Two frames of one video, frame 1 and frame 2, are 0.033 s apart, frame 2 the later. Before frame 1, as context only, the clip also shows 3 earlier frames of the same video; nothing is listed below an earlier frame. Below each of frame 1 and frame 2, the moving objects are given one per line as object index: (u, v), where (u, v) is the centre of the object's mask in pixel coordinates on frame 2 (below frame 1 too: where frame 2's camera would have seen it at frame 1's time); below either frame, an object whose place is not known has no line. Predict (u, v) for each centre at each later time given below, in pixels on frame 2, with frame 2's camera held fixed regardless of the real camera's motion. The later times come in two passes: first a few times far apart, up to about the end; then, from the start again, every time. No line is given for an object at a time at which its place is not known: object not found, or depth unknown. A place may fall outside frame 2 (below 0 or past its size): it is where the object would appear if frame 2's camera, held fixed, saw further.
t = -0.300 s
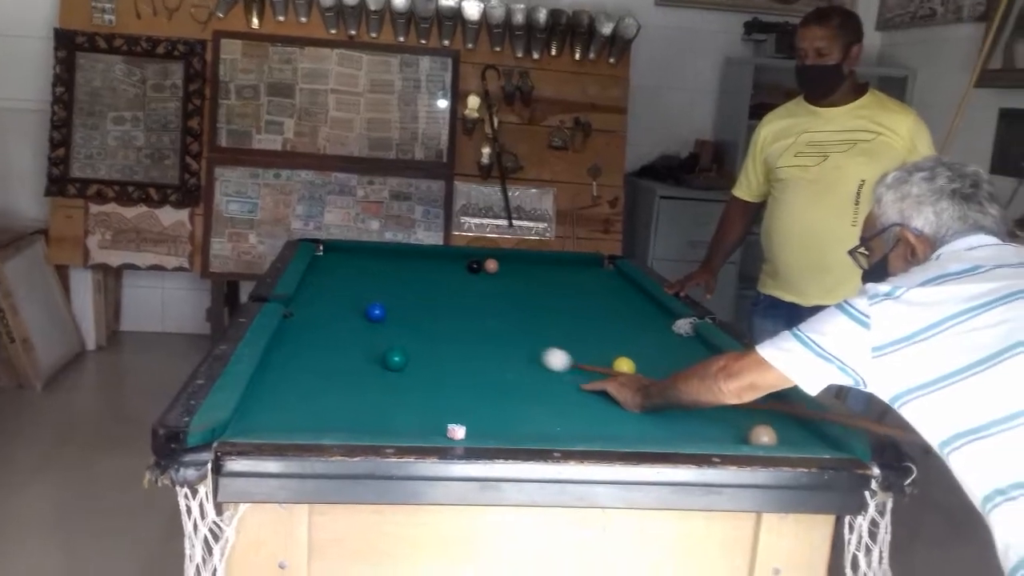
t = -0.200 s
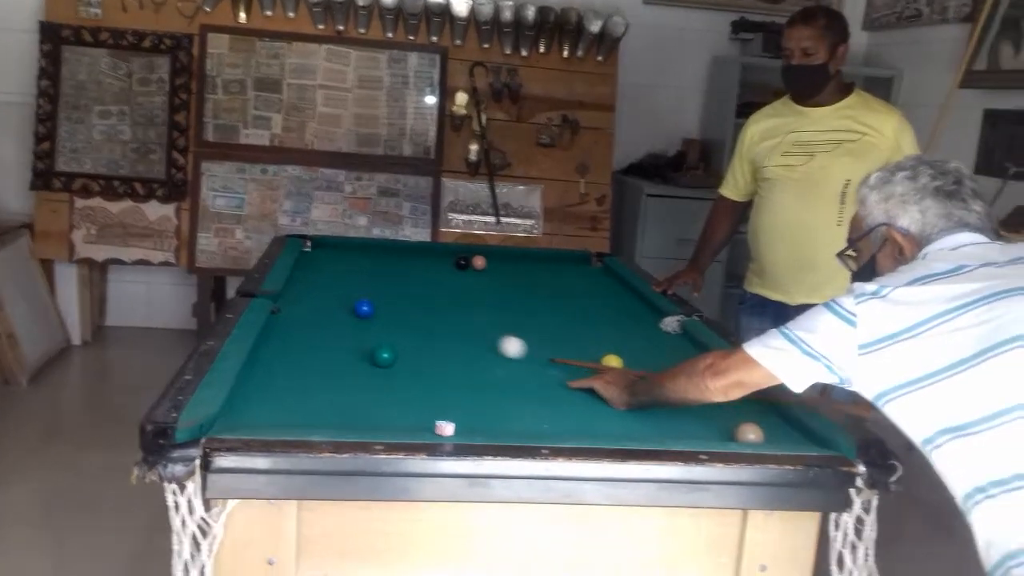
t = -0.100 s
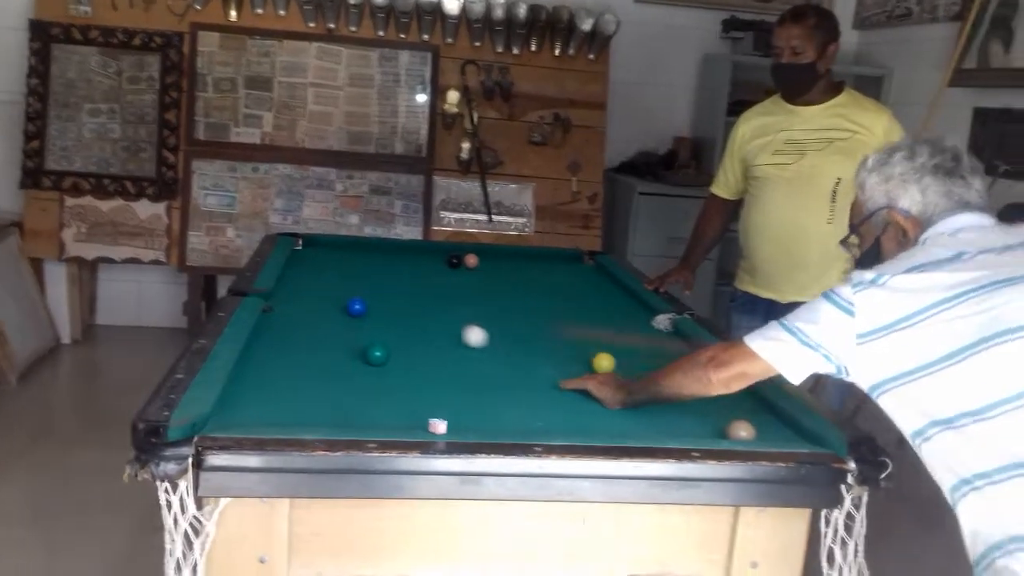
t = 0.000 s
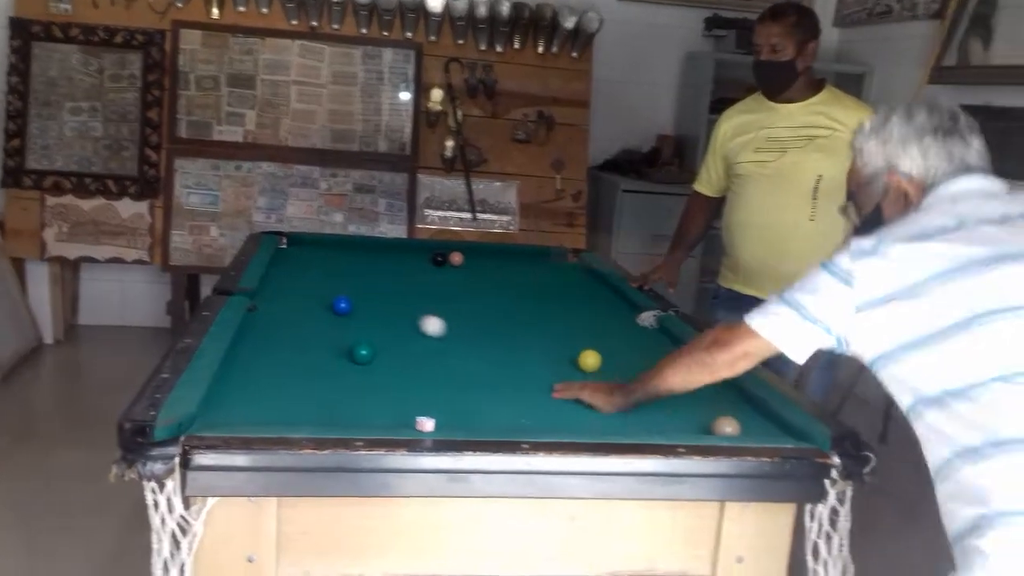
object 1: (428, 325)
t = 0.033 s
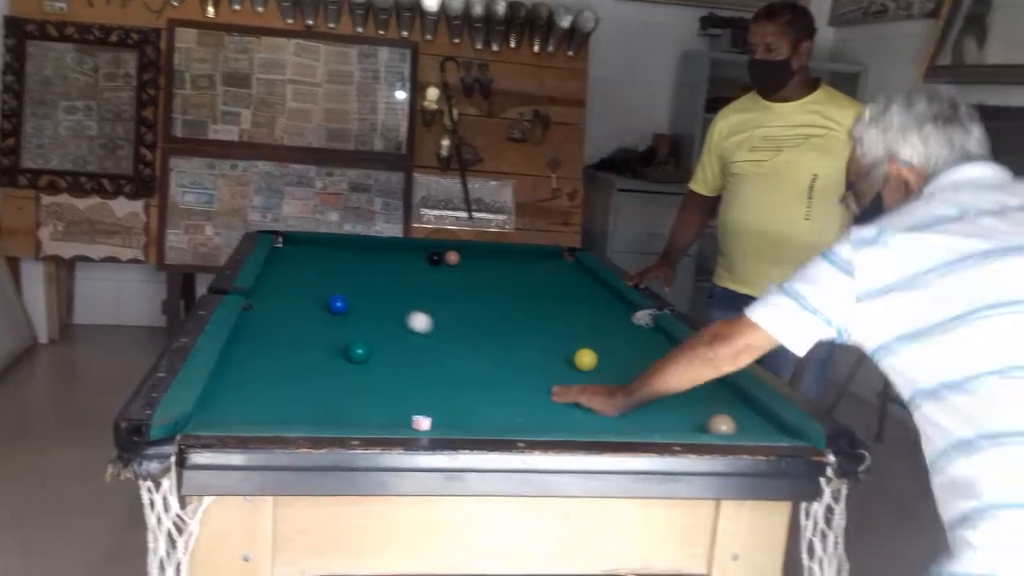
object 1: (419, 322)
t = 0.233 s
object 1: (368, 308)
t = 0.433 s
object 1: (349, 296)
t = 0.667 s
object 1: (335, 284)
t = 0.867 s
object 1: (325, 276)
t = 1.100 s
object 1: (315, 267)
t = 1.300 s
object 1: (307, 260)
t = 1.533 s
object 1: (298, 252)
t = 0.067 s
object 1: (410, 320)
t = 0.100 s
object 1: (402, 317)
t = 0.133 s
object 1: (393, 314)
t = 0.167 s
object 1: (385, 312)
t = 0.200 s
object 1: (377, 310)
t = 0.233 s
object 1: (368, 308)
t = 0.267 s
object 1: (361, 305)
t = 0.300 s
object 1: (357, 303)
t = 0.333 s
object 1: (355, 301)
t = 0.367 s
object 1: (353, 299)
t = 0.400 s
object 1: (351, 298)
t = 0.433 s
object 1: (349, 296)
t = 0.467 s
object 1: (347, 294)
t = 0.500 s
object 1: (345, 293)
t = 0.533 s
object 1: (343, 291)
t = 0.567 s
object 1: (341, 289)
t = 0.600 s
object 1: (339, 288)
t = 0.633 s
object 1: (337, 286)
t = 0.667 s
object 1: (335, 284)
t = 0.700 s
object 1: (334, 283)
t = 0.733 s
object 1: (332, 281)
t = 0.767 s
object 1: (330, 280)
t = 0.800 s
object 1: (329, 278)
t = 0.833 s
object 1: (327, 277)
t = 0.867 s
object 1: (325, 276)
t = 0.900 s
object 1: (324, 274)
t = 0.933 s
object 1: (322, 273)
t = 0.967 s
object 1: (321, 272)
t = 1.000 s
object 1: (319, 270)
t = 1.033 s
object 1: (318, 269)
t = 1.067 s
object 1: (316, 268)
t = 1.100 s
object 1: (315, 267)
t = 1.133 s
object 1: (313, 265)
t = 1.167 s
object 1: (312, 264)
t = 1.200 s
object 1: (310, 263)
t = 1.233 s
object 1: (309, 262)
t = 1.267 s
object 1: (308, 261)
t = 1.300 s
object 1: (307, 260)
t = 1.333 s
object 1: (305, 259)
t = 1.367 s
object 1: (304, 258)
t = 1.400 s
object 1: (303, 257)
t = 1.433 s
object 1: (302, 256)
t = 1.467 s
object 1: (301, 255)
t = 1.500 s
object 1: (299, 254)
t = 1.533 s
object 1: (298, 252)
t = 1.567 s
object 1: (297, 252)
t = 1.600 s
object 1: (296, 251)
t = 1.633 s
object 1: (295, 250)
